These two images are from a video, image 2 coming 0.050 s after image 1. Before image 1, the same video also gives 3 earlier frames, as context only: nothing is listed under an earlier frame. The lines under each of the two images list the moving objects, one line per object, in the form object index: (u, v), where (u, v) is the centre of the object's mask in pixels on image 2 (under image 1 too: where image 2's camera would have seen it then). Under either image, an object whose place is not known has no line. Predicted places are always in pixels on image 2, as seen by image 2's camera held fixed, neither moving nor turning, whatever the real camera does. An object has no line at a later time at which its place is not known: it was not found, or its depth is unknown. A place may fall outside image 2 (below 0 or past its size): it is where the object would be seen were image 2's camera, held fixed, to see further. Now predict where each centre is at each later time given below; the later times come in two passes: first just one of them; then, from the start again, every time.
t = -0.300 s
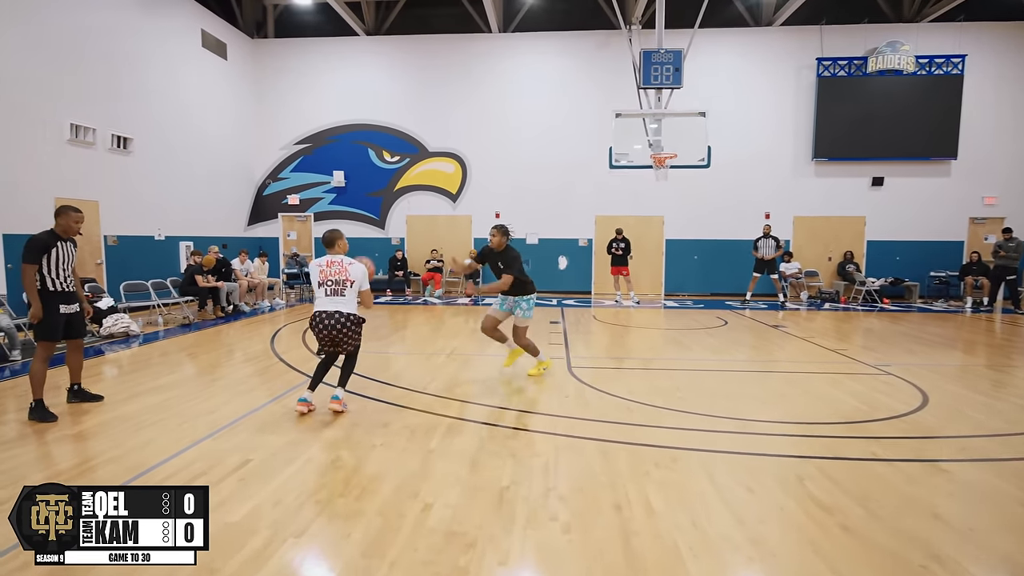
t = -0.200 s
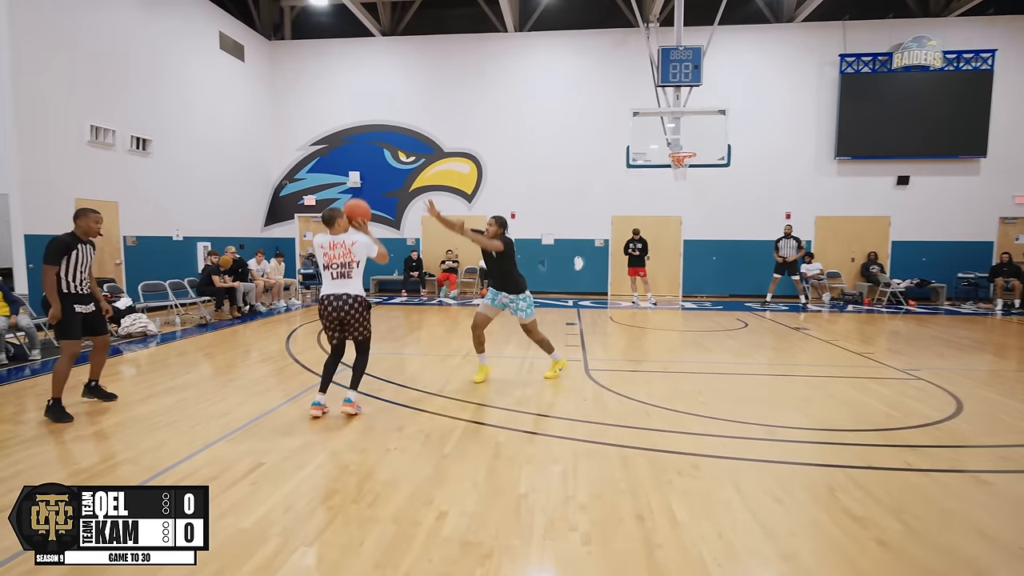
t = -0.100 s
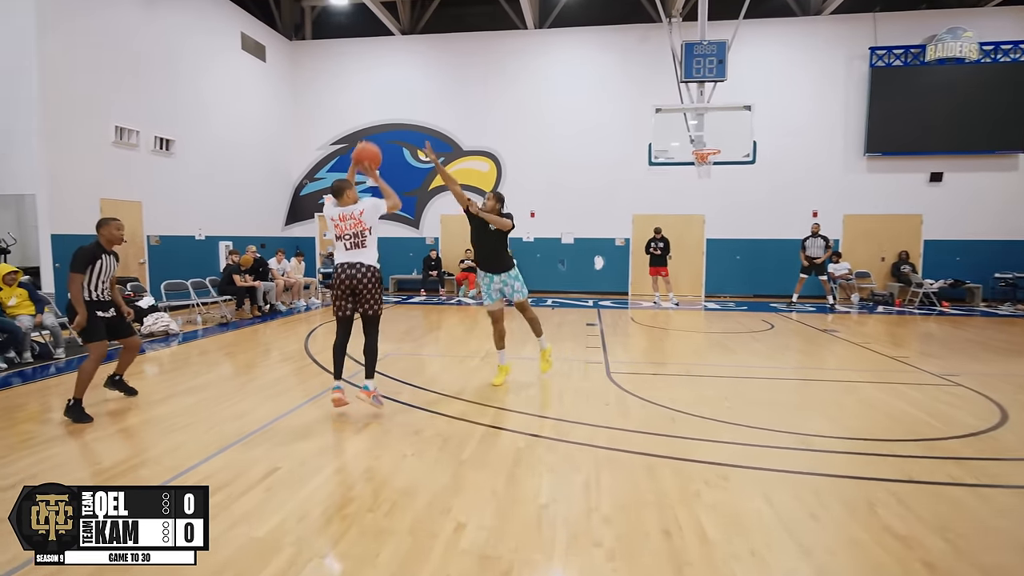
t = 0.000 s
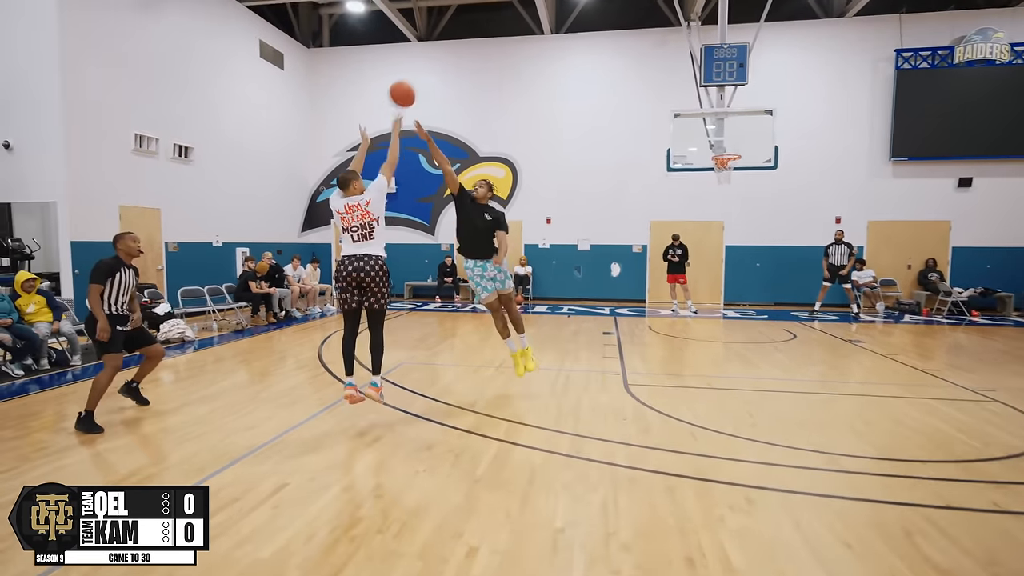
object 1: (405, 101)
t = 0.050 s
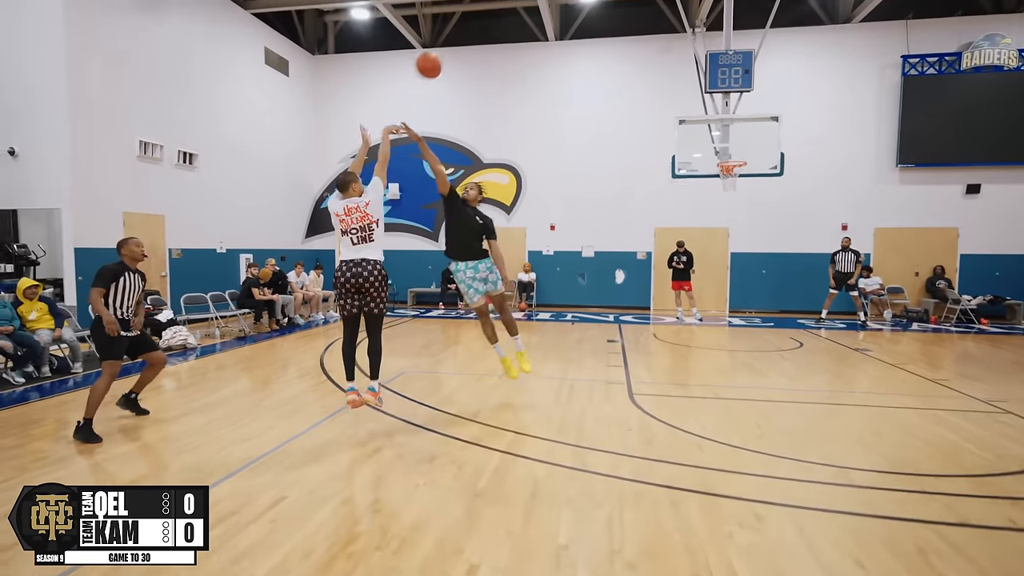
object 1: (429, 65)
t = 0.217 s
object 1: (495, -24)
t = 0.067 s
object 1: (437, 53)
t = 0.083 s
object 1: (444, 42)
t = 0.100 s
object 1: (450, 33)
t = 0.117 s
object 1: (458, 24)
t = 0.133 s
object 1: (464, 15)
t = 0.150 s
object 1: (472, 6)
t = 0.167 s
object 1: (478, -2)
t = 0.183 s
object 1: (484, -10)
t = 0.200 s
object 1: (490, -18)
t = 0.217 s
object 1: (495, -24)
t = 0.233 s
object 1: (501, -30)
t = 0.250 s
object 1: (507, -35)
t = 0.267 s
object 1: (513, -40)
